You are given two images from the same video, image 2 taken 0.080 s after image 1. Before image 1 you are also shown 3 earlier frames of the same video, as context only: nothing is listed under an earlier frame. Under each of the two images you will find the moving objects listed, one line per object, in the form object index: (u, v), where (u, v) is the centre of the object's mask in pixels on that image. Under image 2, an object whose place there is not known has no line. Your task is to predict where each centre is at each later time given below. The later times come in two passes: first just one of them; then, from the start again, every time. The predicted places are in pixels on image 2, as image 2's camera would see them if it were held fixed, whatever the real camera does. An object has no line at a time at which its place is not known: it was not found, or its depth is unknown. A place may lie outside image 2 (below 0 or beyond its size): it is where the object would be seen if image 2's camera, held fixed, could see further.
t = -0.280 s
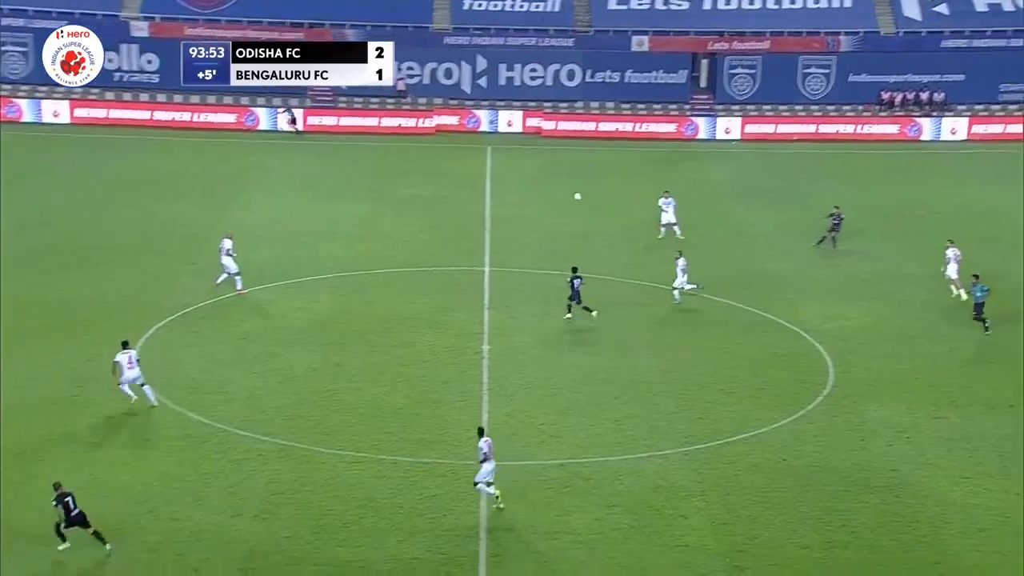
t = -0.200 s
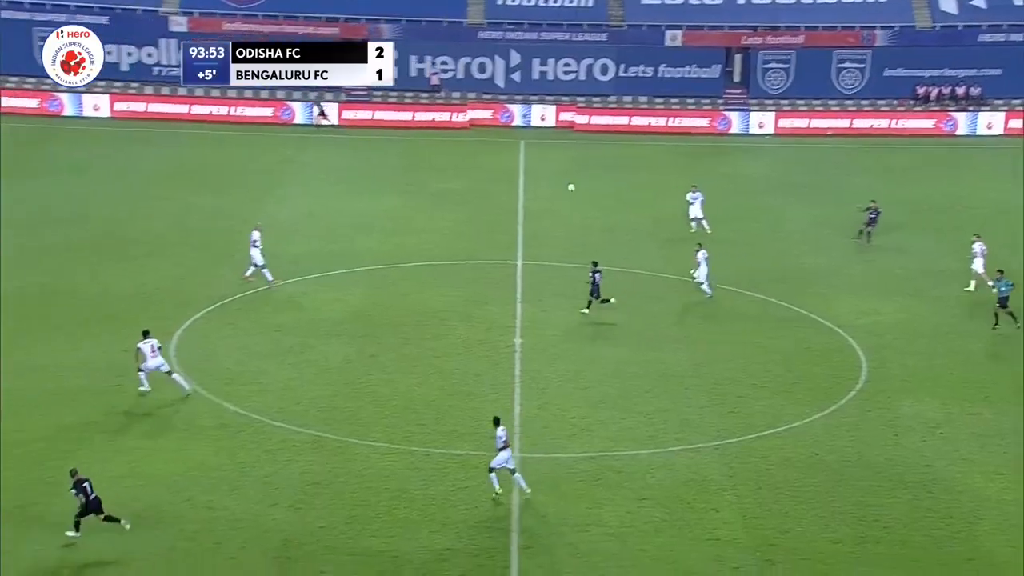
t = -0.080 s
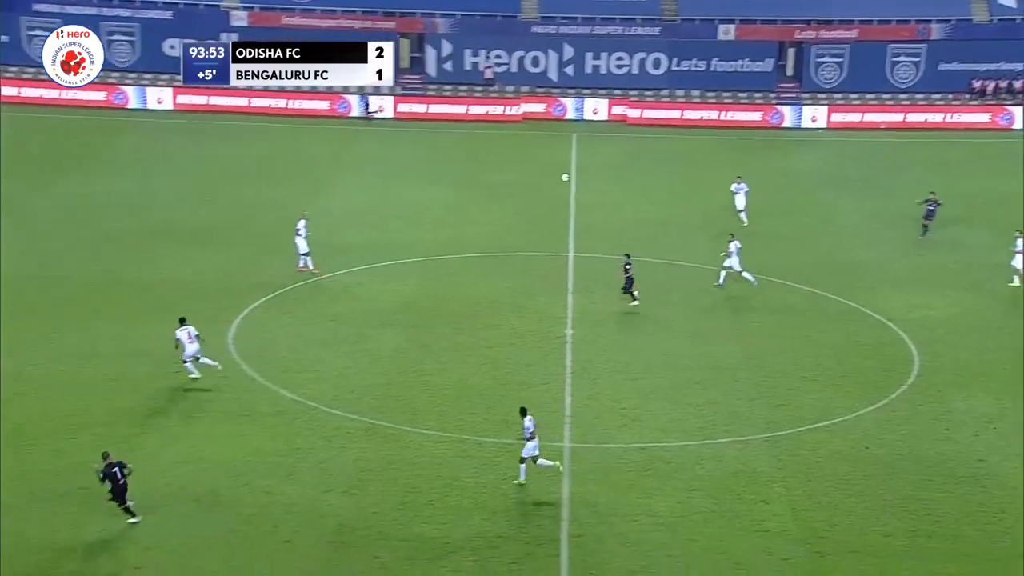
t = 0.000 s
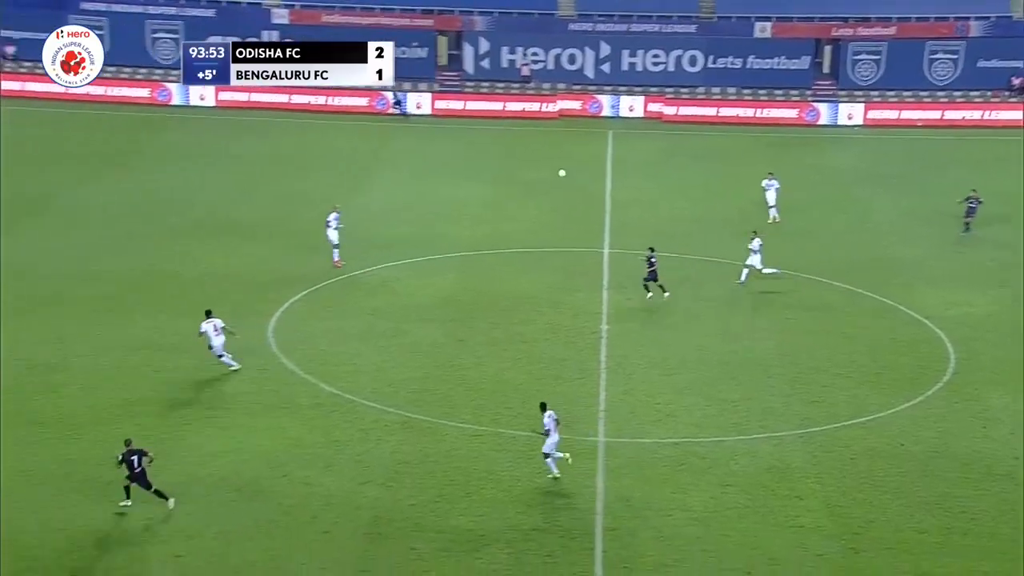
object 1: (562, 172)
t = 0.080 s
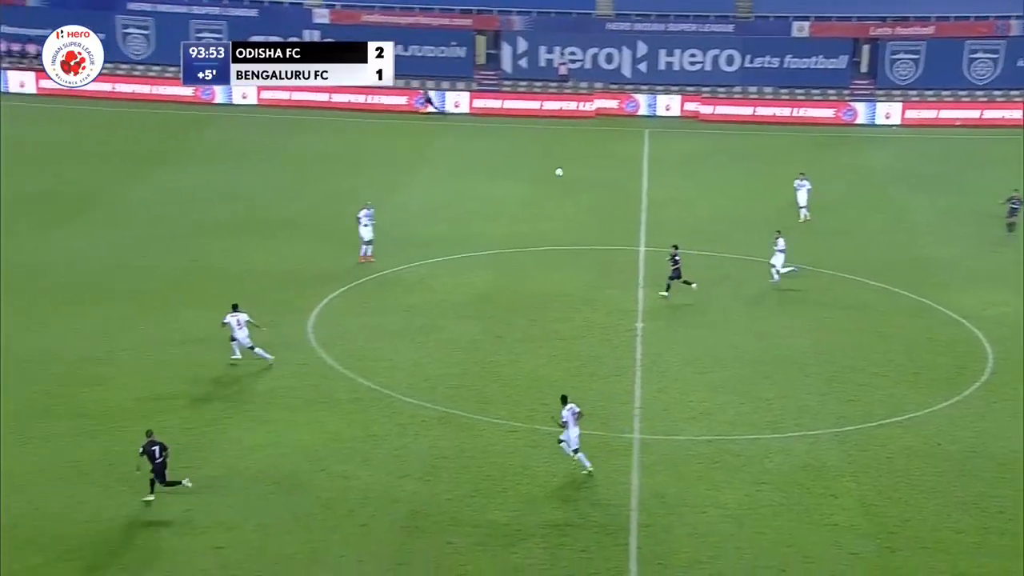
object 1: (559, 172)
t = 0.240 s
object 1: (487, 177)
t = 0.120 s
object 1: (541, 173)
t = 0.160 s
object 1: (523, 174)
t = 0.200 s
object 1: (505, 175)
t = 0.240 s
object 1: (487, 177)
